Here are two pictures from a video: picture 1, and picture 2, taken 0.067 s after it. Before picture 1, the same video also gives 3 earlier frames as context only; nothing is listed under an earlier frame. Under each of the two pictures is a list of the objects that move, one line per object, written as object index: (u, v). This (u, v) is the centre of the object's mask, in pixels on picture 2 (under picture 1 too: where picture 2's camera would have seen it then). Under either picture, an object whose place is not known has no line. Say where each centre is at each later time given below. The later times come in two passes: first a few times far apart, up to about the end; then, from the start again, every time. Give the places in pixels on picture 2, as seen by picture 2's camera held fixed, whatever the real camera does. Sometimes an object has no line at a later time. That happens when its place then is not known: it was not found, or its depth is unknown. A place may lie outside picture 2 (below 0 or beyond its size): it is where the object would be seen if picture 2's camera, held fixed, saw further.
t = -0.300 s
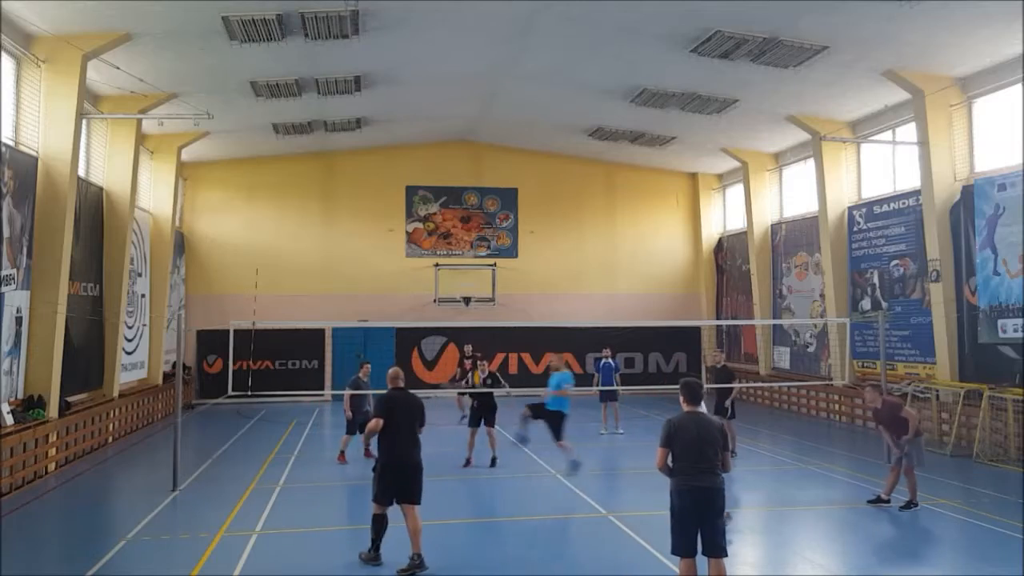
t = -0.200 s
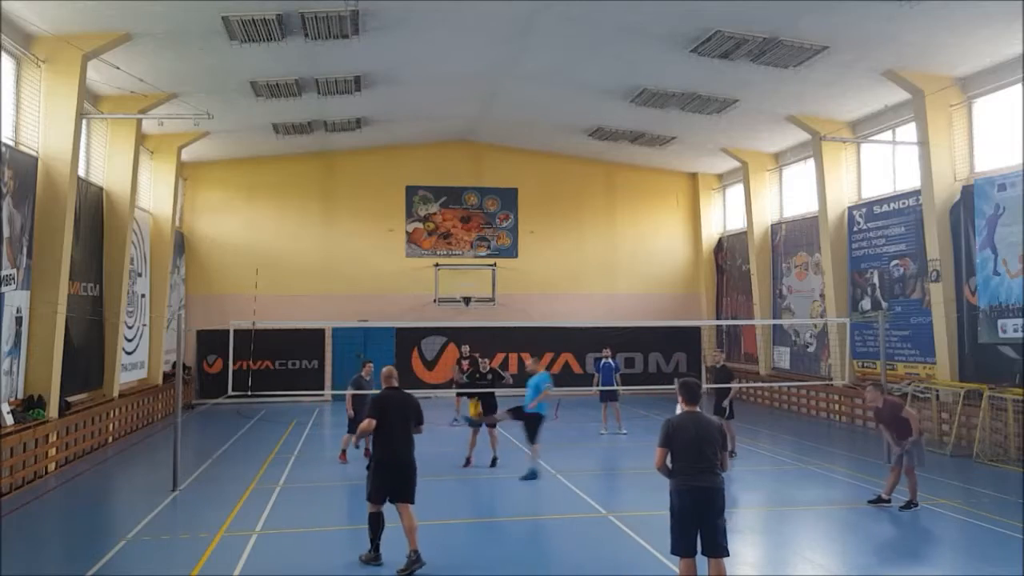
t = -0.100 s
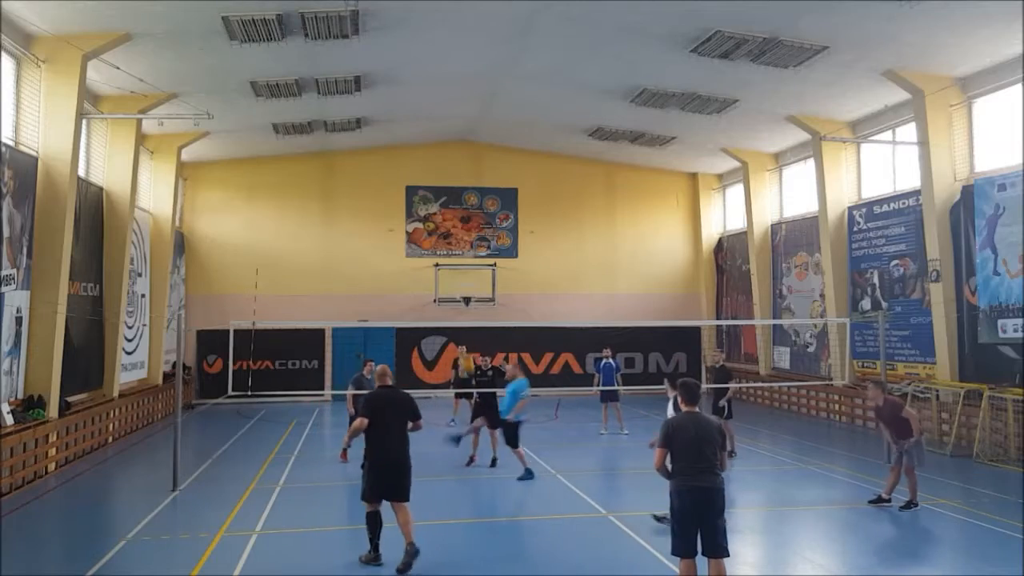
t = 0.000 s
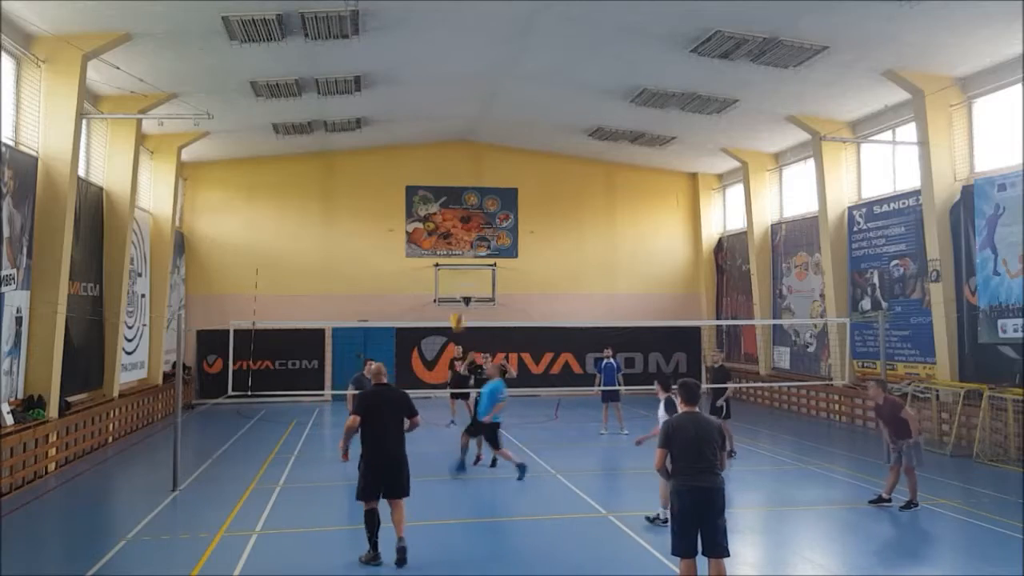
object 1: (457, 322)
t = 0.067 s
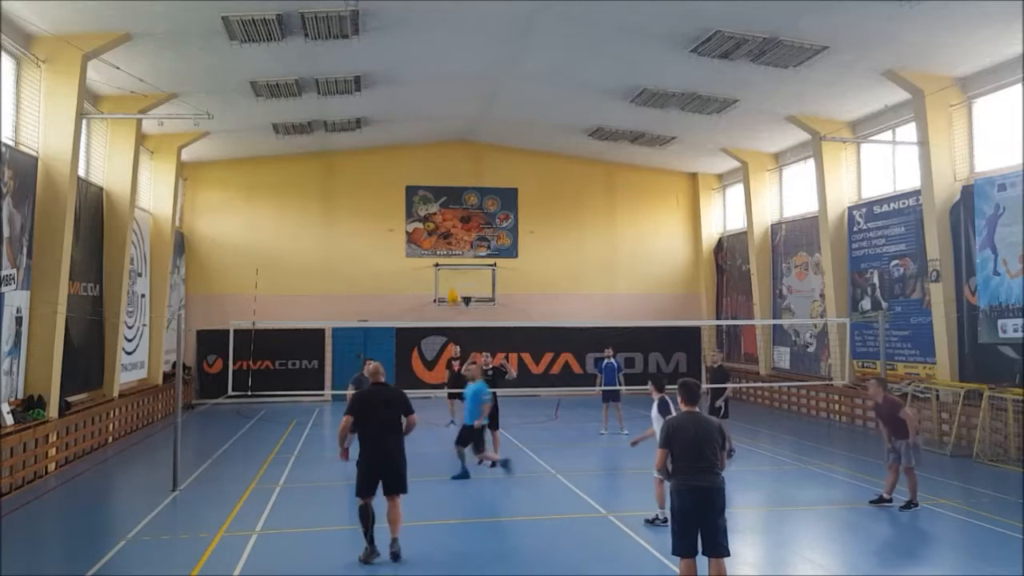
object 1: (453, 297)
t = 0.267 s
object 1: (434, 236)
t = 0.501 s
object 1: (413, 204)
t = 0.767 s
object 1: (387, 213)
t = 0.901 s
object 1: (373, 241)
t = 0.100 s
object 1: (451, 287)
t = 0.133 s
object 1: (446, 276)
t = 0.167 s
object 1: (443, 266)
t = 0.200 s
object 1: (441, 256)
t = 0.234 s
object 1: (437, 247)
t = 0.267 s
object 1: (434, 236)
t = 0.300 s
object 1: (431, 230)
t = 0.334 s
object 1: (429, 225)
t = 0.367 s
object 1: (427, 221)
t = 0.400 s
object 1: (423, 216)
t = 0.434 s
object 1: (420, 211)
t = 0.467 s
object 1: (415, 206)
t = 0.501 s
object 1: (413, 204)
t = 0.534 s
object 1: (410, 202)
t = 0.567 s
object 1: (407, 202)
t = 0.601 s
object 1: (404, 202)
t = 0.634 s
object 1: (401, 202)
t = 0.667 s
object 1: (398, 204)
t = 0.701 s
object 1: (394, 207)
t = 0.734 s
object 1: (391, 209)
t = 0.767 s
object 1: (387, 213)
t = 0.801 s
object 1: (384, 218)
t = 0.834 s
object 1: (381, 224)
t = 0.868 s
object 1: (377, 232)
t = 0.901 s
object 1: (373, 241)
